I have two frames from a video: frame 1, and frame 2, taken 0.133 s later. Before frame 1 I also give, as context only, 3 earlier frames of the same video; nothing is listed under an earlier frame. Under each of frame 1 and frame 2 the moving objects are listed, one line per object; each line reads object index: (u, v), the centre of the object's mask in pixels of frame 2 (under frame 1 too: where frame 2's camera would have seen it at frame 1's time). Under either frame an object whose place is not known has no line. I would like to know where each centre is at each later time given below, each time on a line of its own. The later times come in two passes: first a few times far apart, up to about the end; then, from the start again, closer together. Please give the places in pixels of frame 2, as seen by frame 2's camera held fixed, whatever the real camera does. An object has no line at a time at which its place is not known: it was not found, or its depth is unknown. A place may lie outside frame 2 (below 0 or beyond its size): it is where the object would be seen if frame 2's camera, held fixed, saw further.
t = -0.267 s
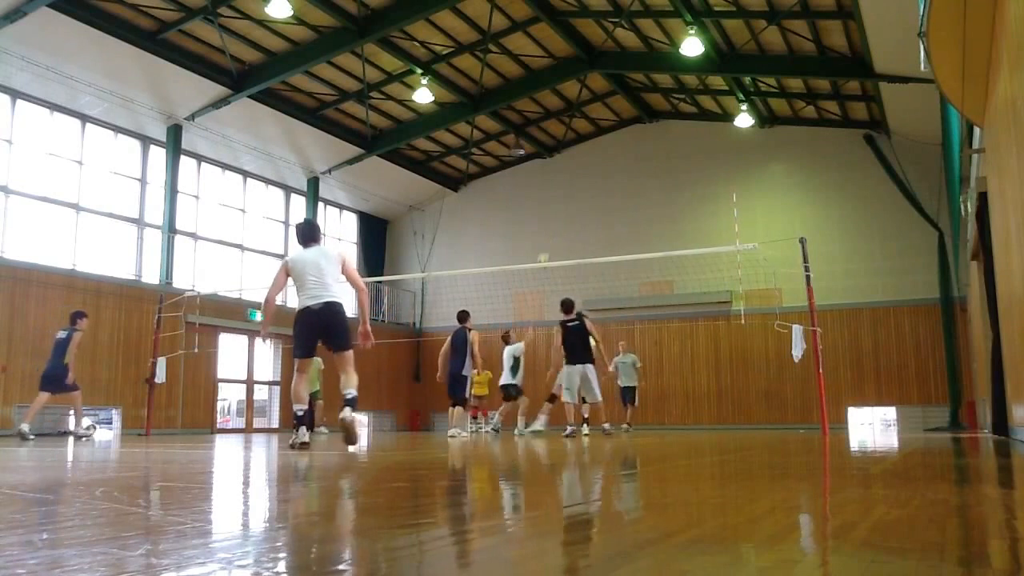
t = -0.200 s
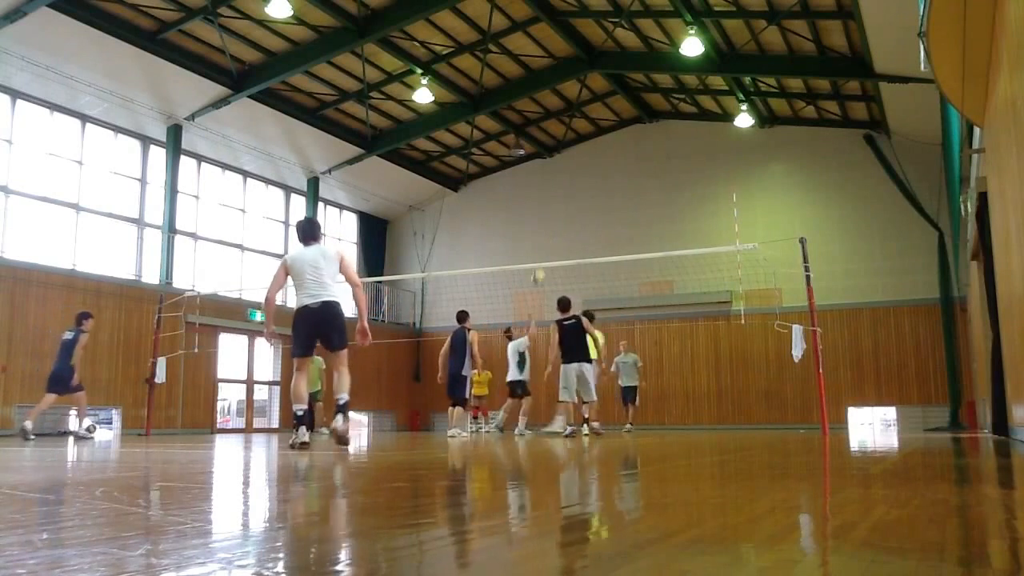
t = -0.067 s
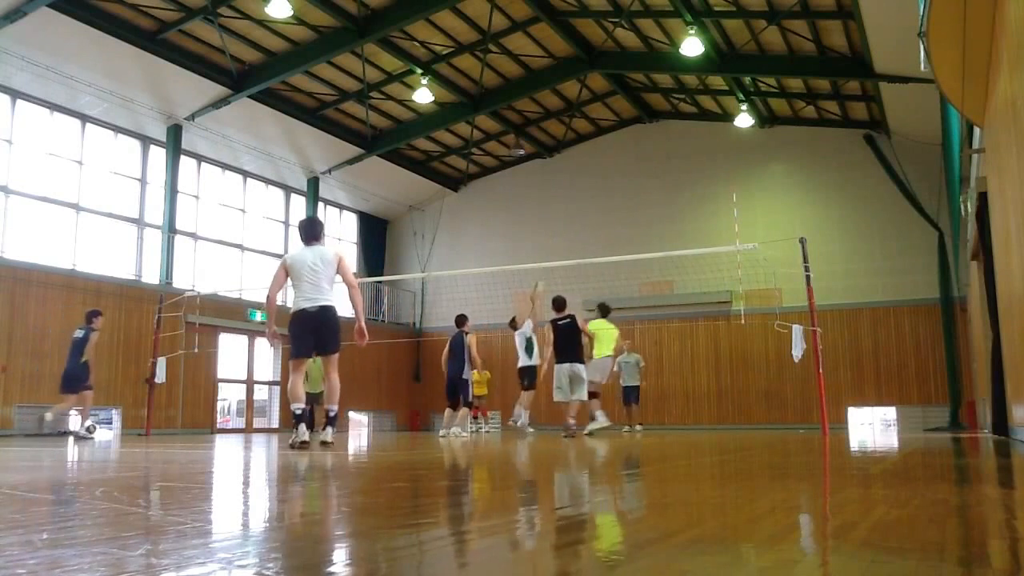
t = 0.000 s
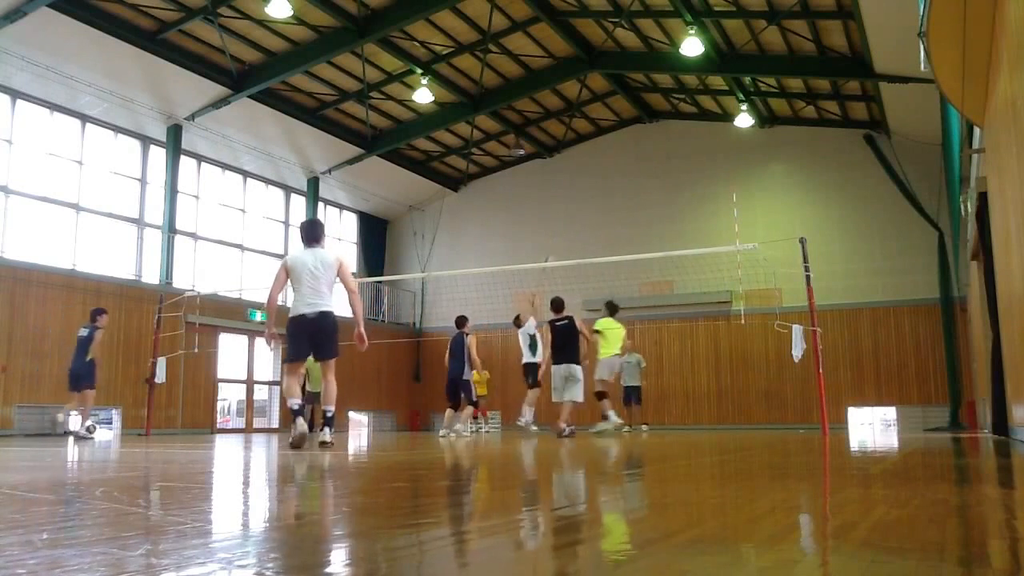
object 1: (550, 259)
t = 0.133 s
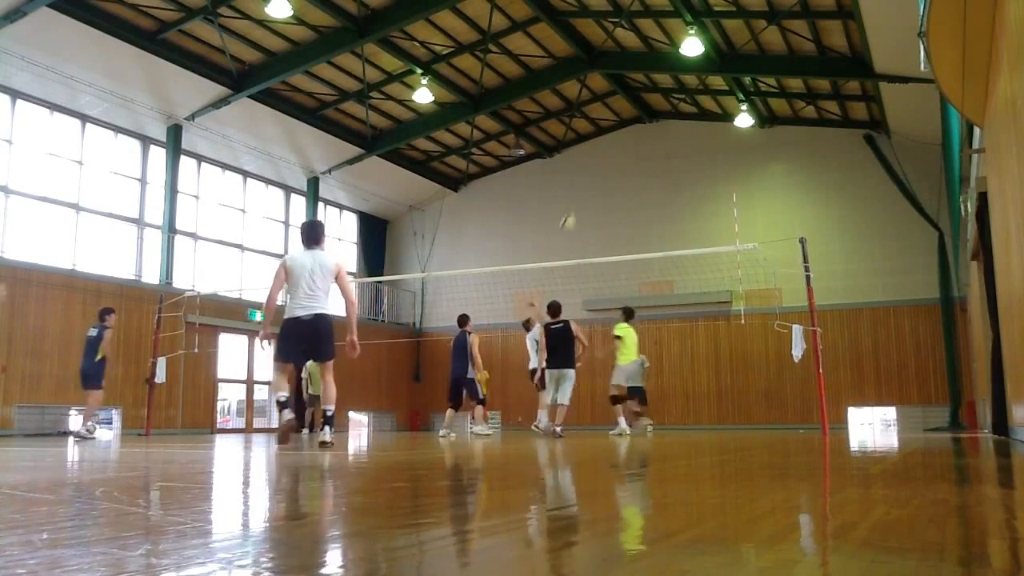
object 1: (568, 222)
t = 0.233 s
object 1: (583, 198)
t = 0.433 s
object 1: (614, 171)
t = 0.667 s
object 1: (652, 172)
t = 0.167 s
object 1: (573, 213)
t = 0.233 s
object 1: (583, 198)
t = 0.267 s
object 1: (589, 191)
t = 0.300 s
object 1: (594, 186)
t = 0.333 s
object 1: (598, 182)
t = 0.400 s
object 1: (609, 174)
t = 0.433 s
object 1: (614, 171)
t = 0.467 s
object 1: (619, 169)
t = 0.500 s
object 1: (625, 168)
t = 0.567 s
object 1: (635, 167)
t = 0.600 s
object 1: (640, 168)
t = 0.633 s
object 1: (646, 169)
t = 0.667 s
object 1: (652, 172)
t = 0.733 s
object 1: (663, 178)
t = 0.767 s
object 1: (669, 182)
